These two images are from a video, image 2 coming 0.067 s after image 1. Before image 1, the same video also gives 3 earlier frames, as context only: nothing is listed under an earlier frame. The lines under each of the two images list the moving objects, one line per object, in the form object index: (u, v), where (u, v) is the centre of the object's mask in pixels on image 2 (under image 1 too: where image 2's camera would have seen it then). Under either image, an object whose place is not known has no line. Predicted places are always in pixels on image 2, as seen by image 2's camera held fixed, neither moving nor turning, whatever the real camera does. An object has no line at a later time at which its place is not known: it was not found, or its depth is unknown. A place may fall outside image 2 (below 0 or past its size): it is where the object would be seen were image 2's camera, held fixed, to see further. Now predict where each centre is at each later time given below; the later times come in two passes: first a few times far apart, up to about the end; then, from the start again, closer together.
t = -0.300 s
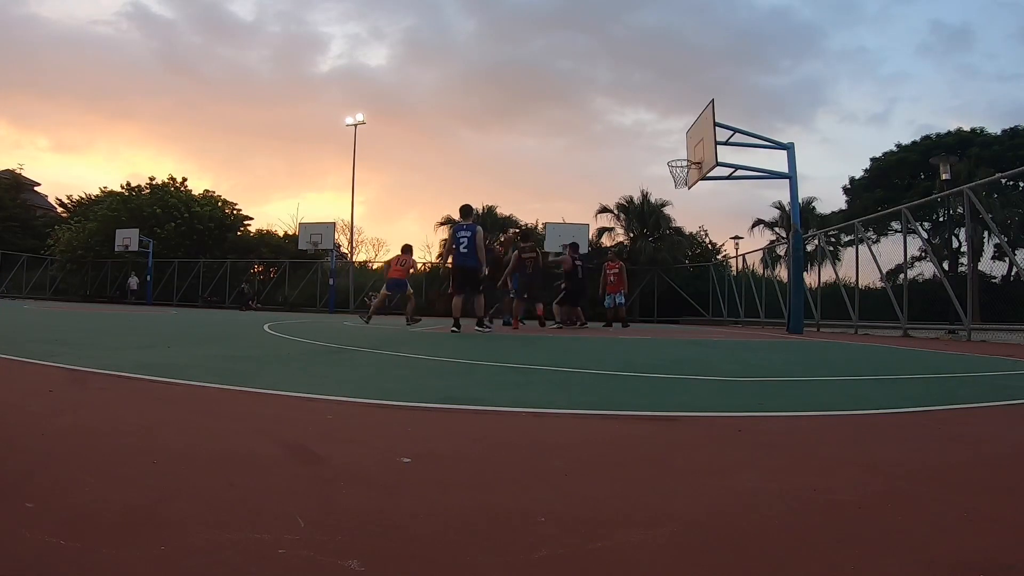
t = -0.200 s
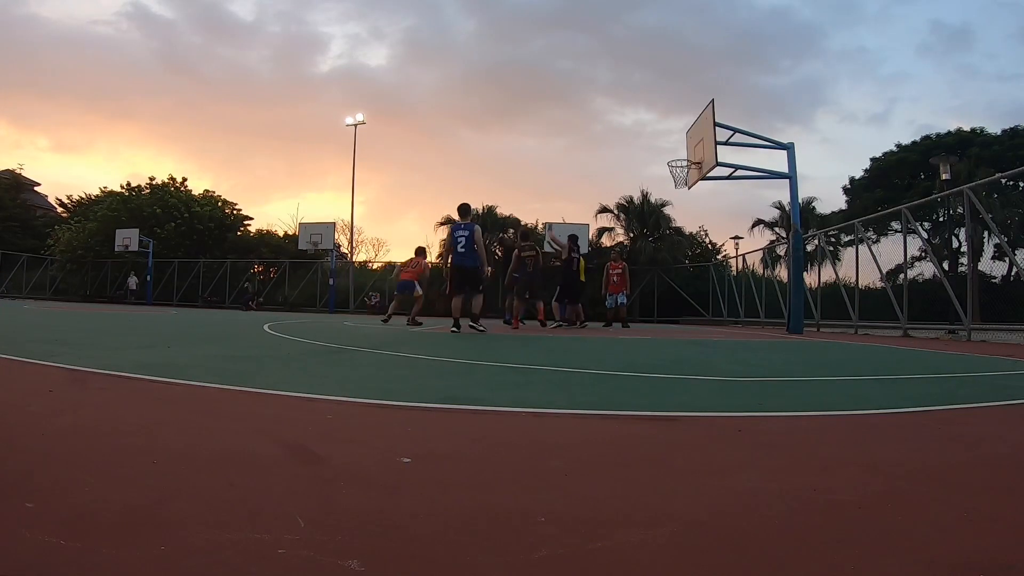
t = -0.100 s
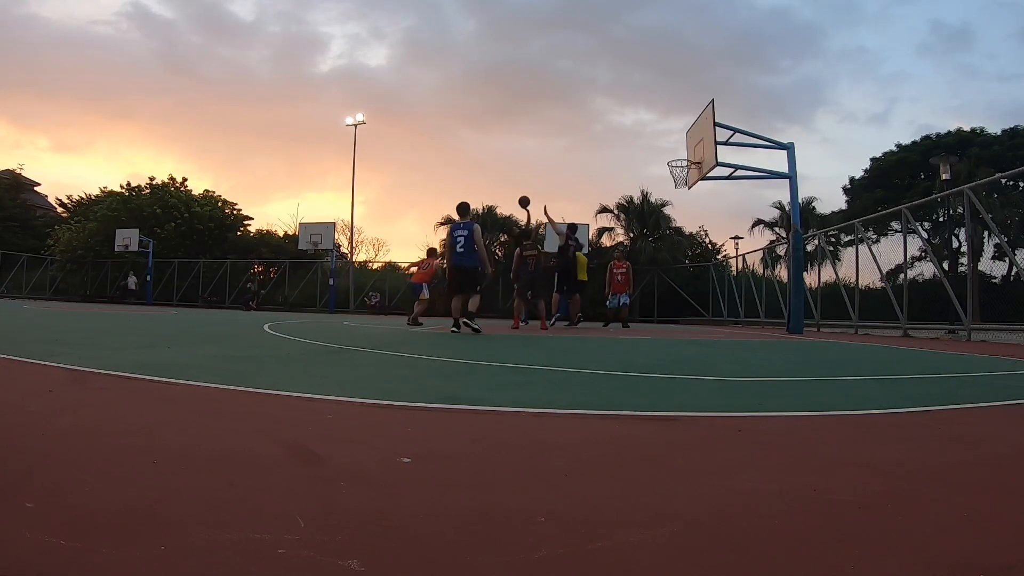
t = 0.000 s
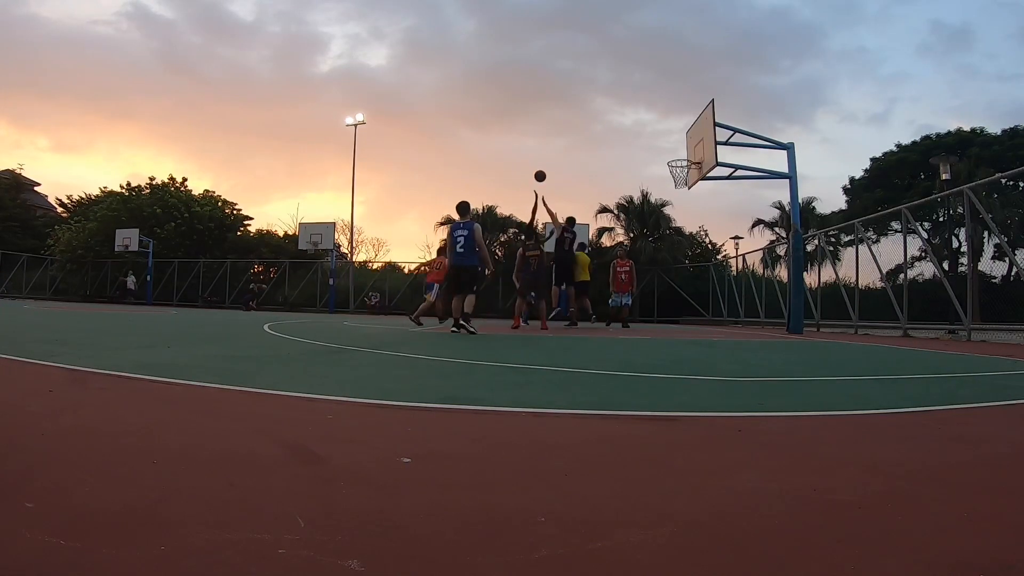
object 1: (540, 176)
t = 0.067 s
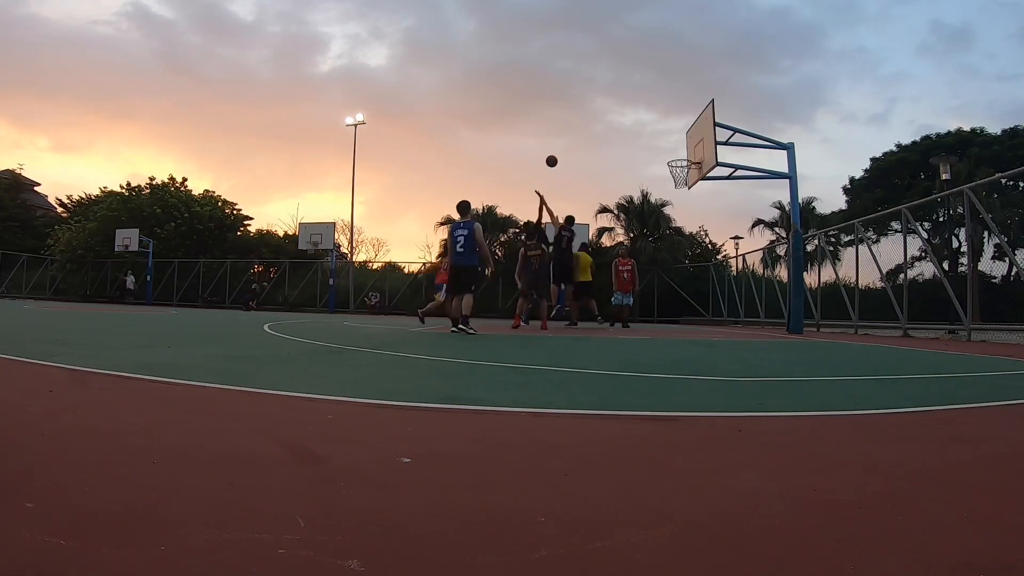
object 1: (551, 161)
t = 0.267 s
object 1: (585, 130)
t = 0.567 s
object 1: (637, 120)
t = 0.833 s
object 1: (685, 150)
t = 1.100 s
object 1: (688, 132)
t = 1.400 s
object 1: (679, 142)
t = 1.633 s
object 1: (680, 152)
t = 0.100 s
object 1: (557, 155)
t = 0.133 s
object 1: (563, 149)
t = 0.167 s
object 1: (568, 143)
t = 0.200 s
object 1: (574, 139)
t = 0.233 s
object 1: (580, 134)
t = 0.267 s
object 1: (585, 130)
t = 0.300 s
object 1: (591, 127)
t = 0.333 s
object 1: (597, 124)
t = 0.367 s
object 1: (603, 122)
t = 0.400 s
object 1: (608, 120)
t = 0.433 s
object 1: (614, 119)
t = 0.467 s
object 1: (620, 119)
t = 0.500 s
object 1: (626, 119)
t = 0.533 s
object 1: (631, 119)
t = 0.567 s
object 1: (637, 120)
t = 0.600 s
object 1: (643, 122)
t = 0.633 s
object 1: (649, 124)
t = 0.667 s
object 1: (655, 127)
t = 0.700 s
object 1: (661, 130)
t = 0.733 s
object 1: (667, 134)
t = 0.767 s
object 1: (673, 139)
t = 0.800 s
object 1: (679, 144)
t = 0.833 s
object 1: (685, 150)
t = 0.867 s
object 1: (691, 156)
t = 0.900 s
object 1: (693, 152)
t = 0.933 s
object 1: (693, 146)
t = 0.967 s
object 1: (692, 142)
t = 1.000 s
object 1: (691, 139)
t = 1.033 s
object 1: (690, 136)
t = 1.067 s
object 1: (689, 134)
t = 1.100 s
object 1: (688, 132)
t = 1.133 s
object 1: (687, 131)
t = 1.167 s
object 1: (685, 131)
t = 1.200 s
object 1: (684, 130)
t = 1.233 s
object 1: (683, 131)
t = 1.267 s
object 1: (683, 132)
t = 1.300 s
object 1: (682, 134)
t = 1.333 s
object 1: (681, 136)
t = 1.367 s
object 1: (680, 139)
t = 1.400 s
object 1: (679, 142)
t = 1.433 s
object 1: (678, 146)
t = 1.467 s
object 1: (678, 151)
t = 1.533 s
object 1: (678, 152)
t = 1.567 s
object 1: (679, 151)
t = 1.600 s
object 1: (679, 152)
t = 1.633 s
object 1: (680, 152)
